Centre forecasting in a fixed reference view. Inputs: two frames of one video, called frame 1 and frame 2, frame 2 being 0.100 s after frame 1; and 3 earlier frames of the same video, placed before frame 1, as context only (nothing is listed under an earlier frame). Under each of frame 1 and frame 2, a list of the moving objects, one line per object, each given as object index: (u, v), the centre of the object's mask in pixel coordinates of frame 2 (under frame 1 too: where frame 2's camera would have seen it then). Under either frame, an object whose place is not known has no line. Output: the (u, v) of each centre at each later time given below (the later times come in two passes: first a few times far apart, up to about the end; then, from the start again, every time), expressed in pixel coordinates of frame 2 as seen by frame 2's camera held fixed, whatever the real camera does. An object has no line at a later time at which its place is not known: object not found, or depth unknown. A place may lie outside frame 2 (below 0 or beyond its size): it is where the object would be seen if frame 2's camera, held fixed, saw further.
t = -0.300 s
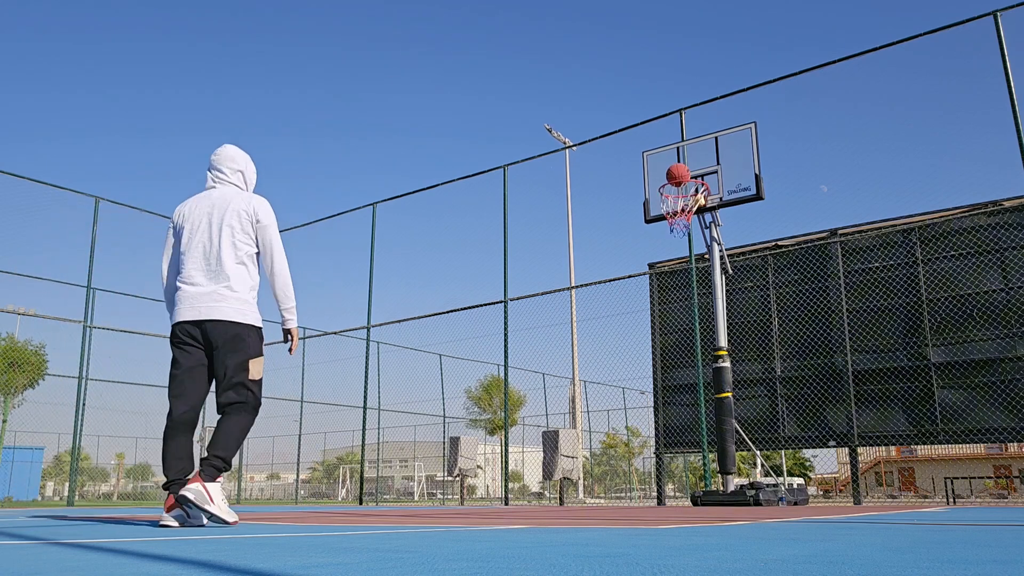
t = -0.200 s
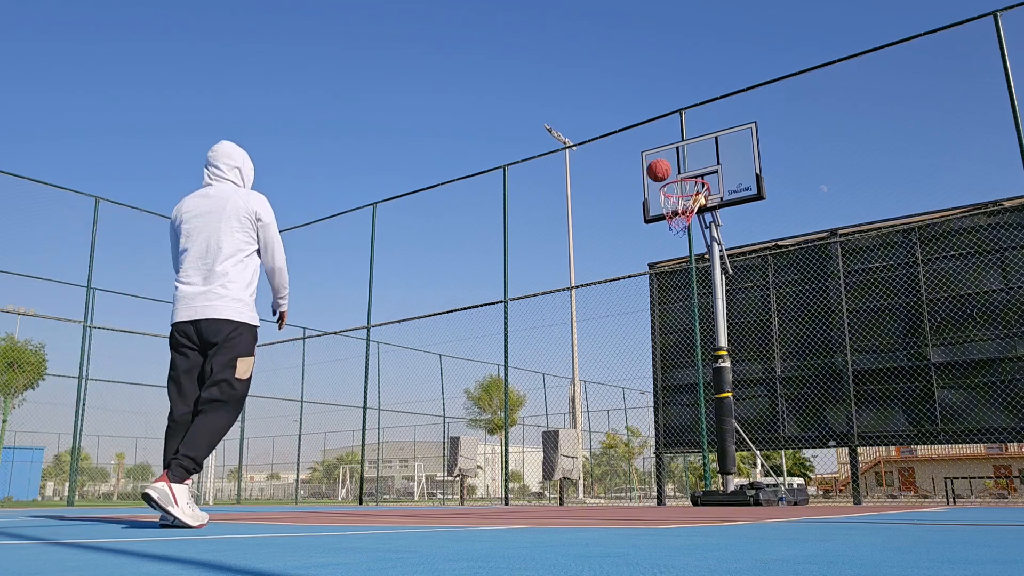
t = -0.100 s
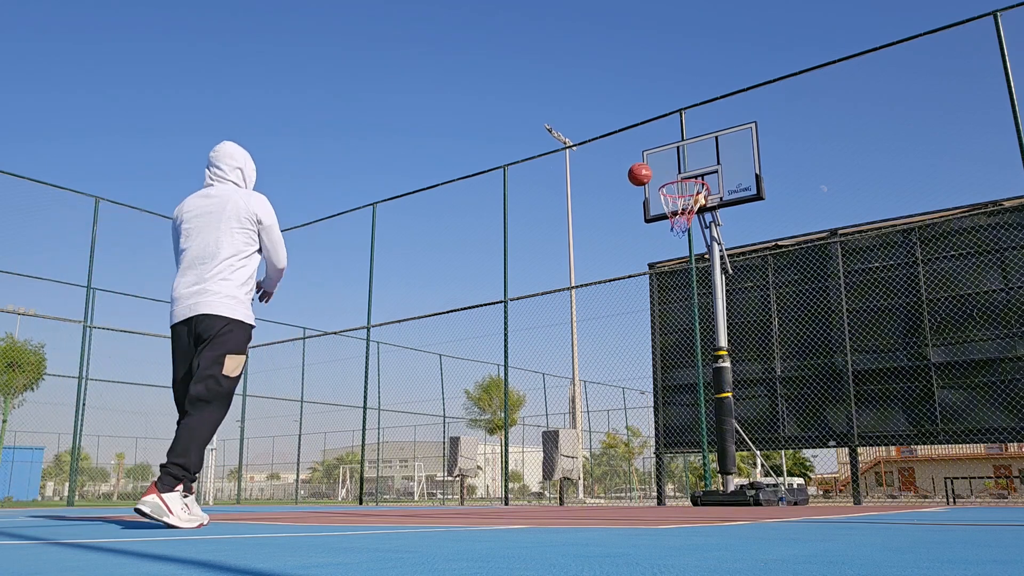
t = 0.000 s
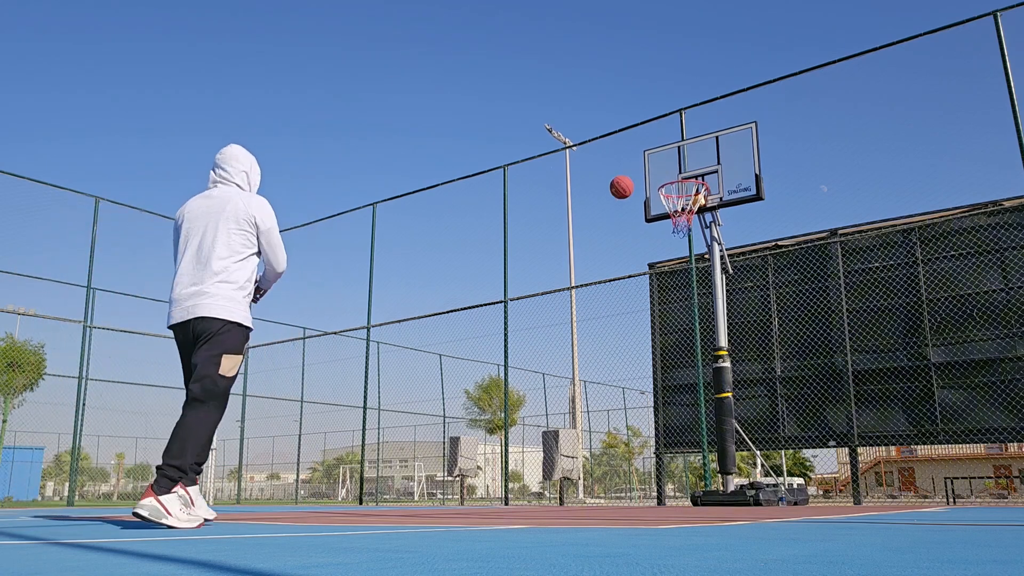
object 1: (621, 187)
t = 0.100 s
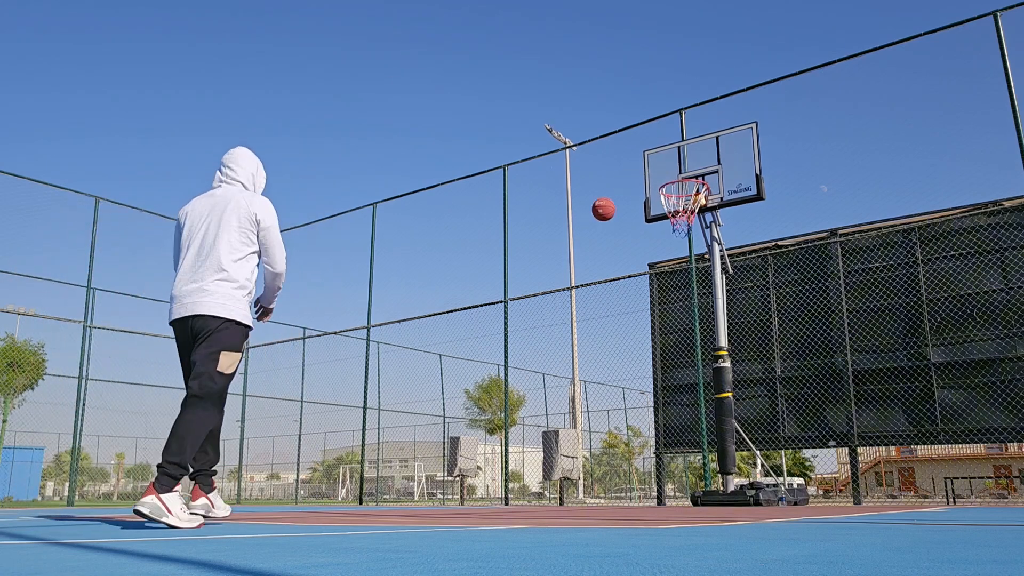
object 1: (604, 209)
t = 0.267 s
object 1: (574, 267)
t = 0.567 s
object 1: (521, 443)
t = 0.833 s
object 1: (486, 388)
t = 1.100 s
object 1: (456, 302)
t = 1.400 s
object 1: (423, 286)
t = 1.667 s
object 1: (391, 344)
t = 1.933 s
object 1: (355, 479)
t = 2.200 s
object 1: (323, 395)
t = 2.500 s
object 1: (286, 346)
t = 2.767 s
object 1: (249, 376)
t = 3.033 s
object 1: (206, 480)
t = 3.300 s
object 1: (180, 418)
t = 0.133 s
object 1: (598, 218)
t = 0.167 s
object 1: (591, 229)
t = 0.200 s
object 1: (586, 240)
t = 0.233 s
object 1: (580, 253)
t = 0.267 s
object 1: (574, 267)
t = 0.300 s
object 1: (568, 281)
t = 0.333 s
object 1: (562, 297)
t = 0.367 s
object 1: (556, 314)
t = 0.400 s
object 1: (550, 333)
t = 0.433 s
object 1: (544, 352)
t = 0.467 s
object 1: (538, 373)
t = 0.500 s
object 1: (533, 395)
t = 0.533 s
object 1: (527, 419)
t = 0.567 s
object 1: (521, 443)
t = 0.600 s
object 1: (514, 470)
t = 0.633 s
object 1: (508, 497)
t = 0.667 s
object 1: (504, 480)
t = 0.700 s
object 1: (501, 459)
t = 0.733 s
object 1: (497, 439)
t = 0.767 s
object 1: (493, 421)
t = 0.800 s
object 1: (490, 403)
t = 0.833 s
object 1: (486, 388)
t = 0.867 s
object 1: (482, 373)
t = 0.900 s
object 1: (478, 359)
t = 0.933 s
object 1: (475, 347)
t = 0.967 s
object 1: (471, 336)
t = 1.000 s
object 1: (467, 326)
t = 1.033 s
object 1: (464, 316)
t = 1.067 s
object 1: (460, 308)
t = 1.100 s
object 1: (456, 302)
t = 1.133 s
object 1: (452, 296)
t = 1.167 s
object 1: (449, 291)
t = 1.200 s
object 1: (445, 287)
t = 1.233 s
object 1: (442, 284)
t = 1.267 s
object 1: (438, 283)
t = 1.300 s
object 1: (434, 282)
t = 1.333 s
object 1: (430, 282)
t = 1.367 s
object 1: (427, 284)
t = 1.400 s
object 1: (423, 286)
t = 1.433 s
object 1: (419, 289)
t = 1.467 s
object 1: (415, 294)
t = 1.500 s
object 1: (411, 300)
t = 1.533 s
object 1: (407, 306)
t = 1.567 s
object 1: (403, 314)
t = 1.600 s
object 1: (399, 323)
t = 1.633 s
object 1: (395, 333)
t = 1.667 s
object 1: (391, 344)
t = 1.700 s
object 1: (387, 357)
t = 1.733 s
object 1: (382, 370)
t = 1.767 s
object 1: (378, 385)
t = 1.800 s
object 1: (374, 401)
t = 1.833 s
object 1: (369, 419)
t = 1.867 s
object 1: (364, 437)
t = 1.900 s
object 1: (360, 458)
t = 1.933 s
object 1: (355, 479)
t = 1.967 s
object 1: (350, 498)
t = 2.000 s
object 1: (346, 480)
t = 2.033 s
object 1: (342, 462)
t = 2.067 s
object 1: (339, 447)
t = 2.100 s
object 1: (335, 431)
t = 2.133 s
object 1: (331, 418)
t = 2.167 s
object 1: (327, 405)
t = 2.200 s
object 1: (323, 395)
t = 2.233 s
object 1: (319, 385)
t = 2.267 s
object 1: (315, 376)
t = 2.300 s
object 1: (311, 368)
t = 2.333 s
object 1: (307, 362)
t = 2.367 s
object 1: (303, 357)
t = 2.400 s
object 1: (299, 352)
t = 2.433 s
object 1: (295, 349)
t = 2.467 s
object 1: (290, 347)
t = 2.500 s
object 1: (286, 346)
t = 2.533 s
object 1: (282, 346)
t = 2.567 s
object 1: (277, 347)
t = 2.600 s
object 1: (273, 349)
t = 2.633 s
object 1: (268, 353)
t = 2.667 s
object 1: (263, 357)
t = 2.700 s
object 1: (259, 362)
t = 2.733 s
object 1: (254, 369)
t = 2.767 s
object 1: (249, 376)
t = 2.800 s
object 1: (243, 385)
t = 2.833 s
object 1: (238, 395)
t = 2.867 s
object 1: (233, 406)
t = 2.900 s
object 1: (228, 418)
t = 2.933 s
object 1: (223, 432)
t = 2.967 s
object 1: (217, 447)
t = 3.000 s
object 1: (211, 463)
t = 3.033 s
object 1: (206, 480)
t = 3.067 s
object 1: (200, 498)
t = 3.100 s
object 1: (197, 487)
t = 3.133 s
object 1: (194, 472)
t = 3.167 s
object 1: (191, 459)
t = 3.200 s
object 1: (188, 447)
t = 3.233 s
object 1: (186, 436)
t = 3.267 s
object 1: (183, 426)
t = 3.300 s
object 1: (180, 418)
